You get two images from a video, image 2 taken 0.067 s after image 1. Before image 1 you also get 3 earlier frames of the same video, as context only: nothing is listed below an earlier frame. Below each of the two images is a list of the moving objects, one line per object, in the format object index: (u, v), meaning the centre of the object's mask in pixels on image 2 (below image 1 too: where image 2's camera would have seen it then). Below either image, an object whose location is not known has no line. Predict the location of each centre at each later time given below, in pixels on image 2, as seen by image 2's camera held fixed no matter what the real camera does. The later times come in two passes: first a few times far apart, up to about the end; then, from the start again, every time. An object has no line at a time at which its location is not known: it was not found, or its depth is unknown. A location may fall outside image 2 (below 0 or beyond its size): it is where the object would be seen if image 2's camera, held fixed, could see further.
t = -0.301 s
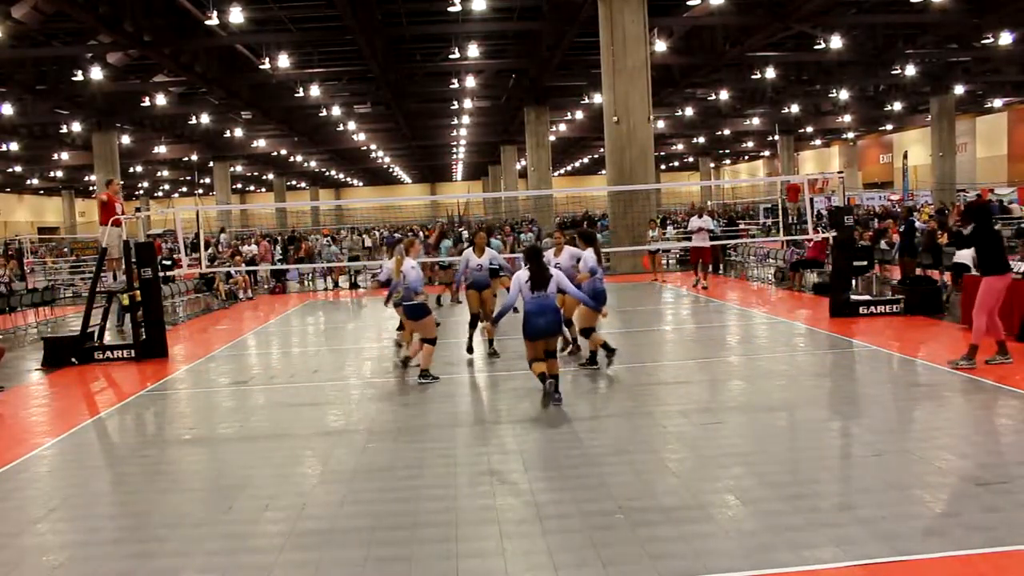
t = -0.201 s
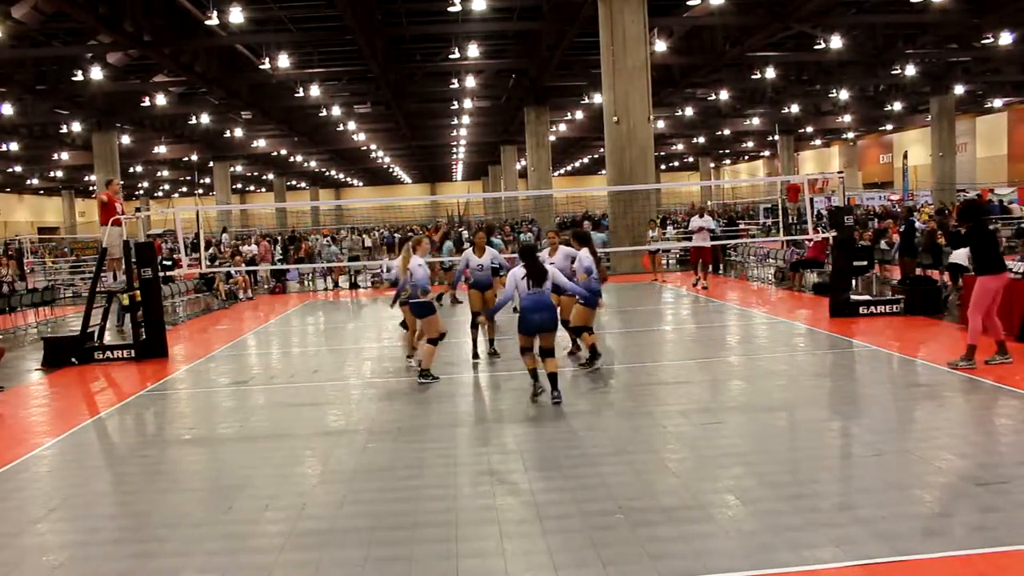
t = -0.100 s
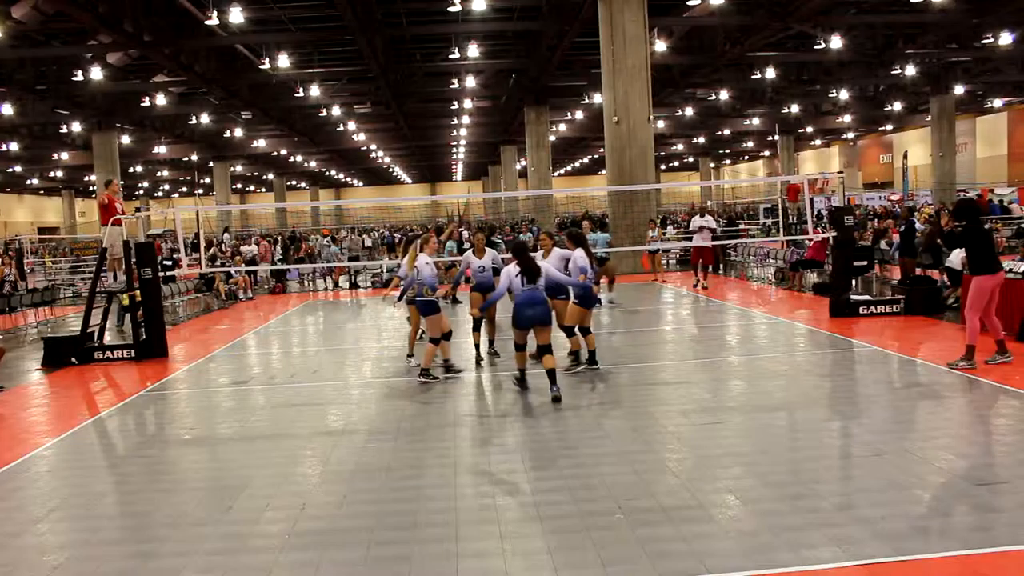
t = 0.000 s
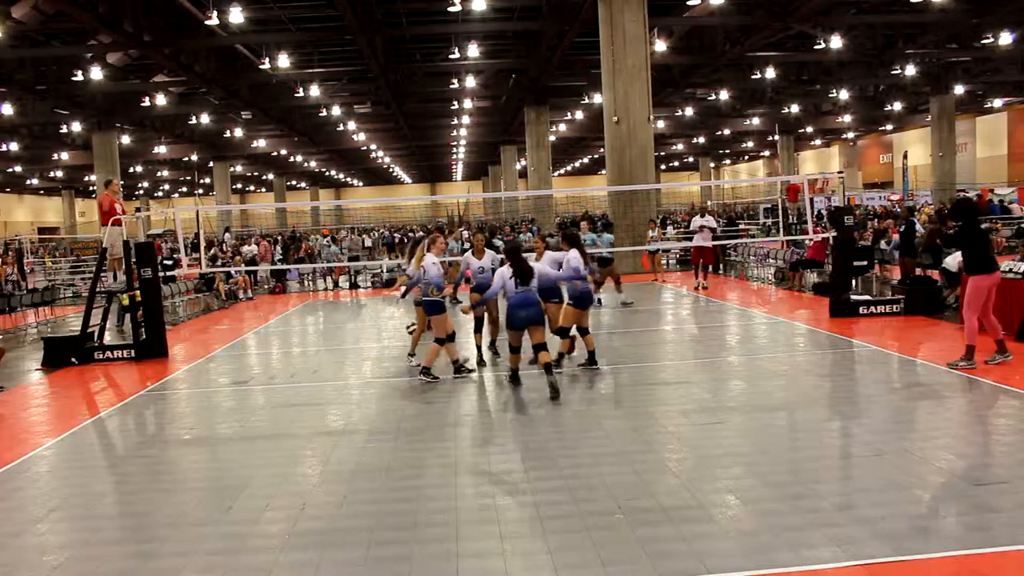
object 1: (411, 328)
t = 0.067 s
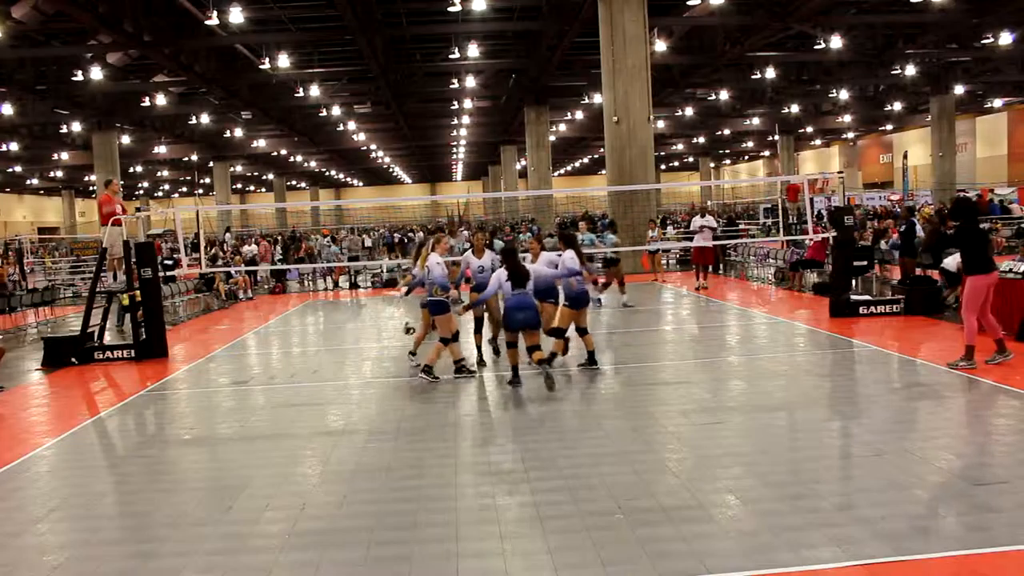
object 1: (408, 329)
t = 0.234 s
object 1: (399, 340)
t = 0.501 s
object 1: (383, 345)
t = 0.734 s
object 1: (368, 349)
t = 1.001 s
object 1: (350, 353)
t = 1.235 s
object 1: (333, 360)
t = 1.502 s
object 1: (313, 366)
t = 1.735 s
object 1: (296, 372)
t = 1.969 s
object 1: (276, 378)
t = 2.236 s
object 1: (254, 384)
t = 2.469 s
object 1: (233, 390)
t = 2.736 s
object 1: (208, 398)
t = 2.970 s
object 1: (186, 404)
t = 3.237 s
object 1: (158, 413)
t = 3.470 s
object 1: (134, 419)
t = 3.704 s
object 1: (107, 428)
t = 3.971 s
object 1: (77, 436)
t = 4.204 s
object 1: (47, 446)
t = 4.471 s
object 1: (12, 455)
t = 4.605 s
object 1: (3, 460)
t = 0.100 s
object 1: (407, 330)
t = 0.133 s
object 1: (405, 331)
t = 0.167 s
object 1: (404, 334)
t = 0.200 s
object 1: (401, 337)
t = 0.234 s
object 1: (399, 340)
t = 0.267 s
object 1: (397, 339)
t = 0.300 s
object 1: (395, 338)
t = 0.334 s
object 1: (393, 339)
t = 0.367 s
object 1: (390, 338)
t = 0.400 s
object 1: (388, 339)
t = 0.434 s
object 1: (387, 341)
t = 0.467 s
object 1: (385, 343)
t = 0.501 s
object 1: (383, 345)
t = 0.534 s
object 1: (381, 344)
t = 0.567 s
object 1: (378, 343)
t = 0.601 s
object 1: (376, 342)
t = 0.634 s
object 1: (375, 344)
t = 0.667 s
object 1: (372, 347)
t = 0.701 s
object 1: (370, 350)
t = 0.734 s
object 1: (368, 349)
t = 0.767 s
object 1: (366, 349)
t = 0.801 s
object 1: (364, 349)
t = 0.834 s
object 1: (361, 349)
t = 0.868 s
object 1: (359, 352)
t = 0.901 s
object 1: (357, 353)
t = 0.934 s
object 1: (354, 352)
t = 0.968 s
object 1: (352, 352)
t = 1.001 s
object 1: (350, 353)
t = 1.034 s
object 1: (348, 356)
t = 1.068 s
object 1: (345, 357)
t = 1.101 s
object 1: (342, 356)
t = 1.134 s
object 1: (340, 358)
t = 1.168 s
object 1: (338, 360)
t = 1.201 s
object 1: (336, 360)
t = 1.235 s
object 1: (333, 360)
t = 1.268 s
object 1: (332, 361)
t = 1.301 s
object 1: (328, 362)
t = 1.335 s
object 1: (326, 361)
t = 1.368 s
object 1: (324, 362)
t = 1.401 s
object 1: (322, 363)
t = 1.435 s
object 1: (319, 364)
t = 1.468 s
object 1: (316, 366)
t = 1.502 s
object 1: (313, 366)
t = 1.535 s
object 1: (310, 367)
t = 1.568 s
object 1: (308, 368)
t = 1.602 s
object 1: (306, 367)
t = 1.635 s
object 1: (303, 370)
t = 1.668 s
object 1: (301, 370)
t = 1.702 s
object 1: (298, 371)
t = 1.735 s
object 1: (296, 372)
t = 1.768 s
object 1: (293, 372)
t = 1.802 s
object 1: (290, 373)
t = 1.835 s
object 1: (287, 374)
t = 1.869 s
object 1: (285, 375)
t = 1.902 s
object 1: (282, 376)
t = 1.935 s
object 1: (279, 376)
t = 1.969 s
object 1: (276, 378)
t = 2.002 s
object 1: (274, 378)
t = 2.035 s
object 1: (271, 379)
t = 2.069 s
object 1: (269, 380)
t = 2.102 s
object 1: (266, 381)
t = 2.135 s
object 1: (263, 381)
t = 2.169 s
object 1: (260, 381)
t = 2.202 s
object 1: (257, 383)
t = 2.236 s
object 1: (254, 384)
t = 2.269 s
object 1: (251, 385)
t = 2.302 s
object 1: (248, 386)
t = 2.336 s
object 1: (244, 387)
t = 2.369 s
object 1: (242, 388)
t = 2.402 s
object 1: (239, 389)
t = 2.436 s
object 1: (236, 389)
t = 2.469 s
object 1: (233, 390)
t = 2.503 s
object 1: (230, 392)
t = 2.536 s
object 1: (227, 391)
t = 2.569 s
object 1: (224, 391)
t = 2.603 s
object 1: (221, 393)
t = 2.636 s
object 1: (218, 393)
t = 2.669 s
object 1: (214, 395)
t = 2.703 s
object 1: (212, 397)
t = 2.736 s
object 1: (208, 398)
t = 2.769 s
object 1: (205, 399)
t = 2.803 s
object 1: (201, 399)
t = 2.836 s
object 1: (198, 401)
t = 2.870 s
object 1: (195, 402)
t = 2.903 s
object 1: (192, 402)
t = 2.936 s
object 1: (189, 403)
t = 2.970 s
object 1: (186, 404)
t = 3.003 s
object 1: (183, 405)
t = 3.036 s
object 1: (180, 406)
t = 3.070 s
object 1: (176, 406)
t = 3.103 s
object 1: (173, 407)
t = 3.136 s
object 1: (169, 409)
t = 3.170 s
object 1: (166, 409)
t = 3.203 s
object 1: (161, 411)
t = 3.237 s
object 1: (158, 413)
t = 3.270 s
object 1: (155, 413)
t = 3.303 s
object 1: (151, 415)
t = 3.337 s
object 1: (148, 414)
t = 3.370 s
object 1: (145, 416)
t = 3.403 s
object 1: (141, 417)
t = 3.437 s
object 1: (138, 418)
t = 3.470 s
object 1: (134, 419)
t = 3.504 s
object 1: (131, 420)
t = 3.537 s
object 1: (127, 420)
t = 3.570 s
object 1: (123, 422)
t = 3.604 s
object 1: (119, 423)
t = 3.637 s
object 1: (116, 424)
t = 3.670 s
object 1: (111, 426)
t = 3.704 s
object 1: (107, 428)
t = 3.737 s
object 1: (103, 429)
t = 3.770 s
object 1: (99, 430)
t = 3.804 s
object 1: (97, 430)
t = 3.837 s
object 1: (93, 430)
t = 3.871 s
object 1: (89, 432)
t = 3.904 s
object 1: (85, 434)
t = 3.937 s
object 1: (81, 435)
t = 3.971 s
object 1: (77, 436)
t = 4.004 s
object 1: (74, 437)
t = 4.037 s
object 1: (69, 438)
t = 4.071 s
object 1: (65, 440)
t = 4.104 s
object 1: (61, 441)
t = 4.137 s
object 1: (56, 442)
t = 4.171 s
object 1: (52, 444)
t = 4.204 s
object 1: (47, 446)
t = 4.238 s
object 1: (43, 447)
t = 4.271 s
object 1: (39, 447)
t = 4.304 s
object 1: (35, 449)
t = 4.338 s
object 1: (29, 450)
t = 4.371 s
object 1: (25, 452)
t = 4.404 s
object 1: (21, 453)
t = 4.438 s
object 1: (17, 454)
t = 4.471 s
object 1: (12, 455)
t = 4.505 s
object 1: (10, 457)
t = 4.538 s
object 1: (7, 458)
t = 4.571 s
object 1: (5, 460)
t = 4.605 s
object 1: (3, 460)
